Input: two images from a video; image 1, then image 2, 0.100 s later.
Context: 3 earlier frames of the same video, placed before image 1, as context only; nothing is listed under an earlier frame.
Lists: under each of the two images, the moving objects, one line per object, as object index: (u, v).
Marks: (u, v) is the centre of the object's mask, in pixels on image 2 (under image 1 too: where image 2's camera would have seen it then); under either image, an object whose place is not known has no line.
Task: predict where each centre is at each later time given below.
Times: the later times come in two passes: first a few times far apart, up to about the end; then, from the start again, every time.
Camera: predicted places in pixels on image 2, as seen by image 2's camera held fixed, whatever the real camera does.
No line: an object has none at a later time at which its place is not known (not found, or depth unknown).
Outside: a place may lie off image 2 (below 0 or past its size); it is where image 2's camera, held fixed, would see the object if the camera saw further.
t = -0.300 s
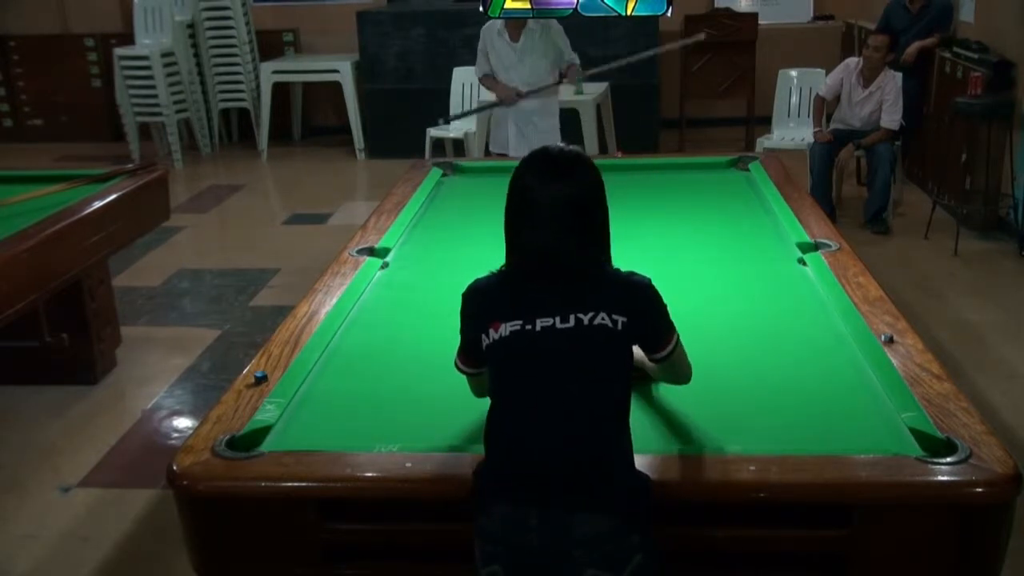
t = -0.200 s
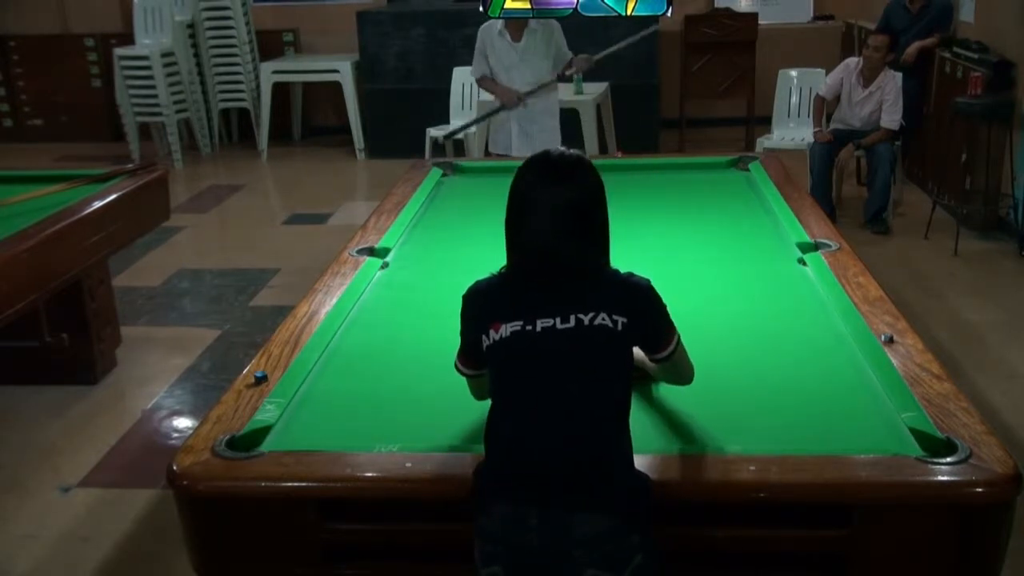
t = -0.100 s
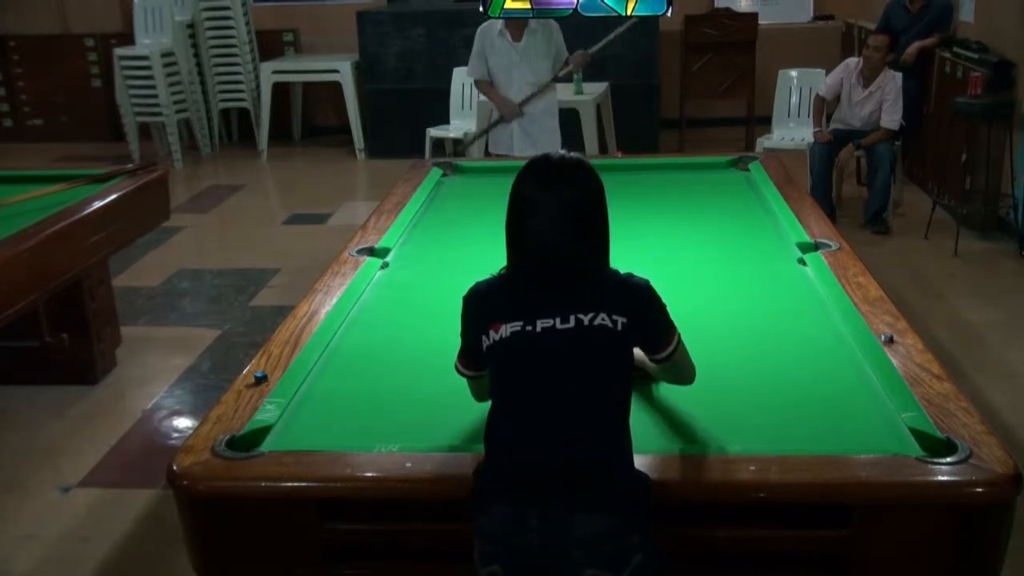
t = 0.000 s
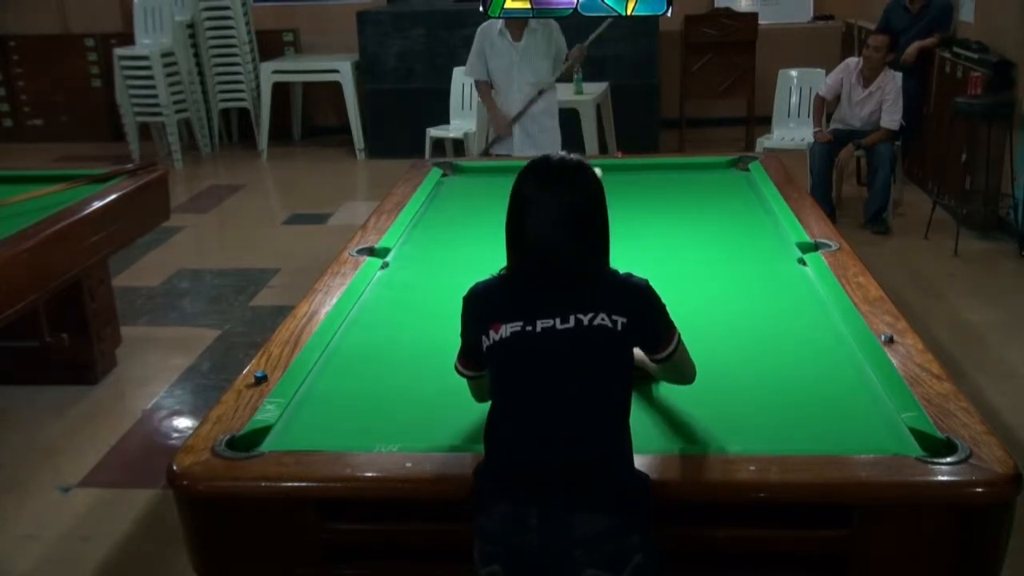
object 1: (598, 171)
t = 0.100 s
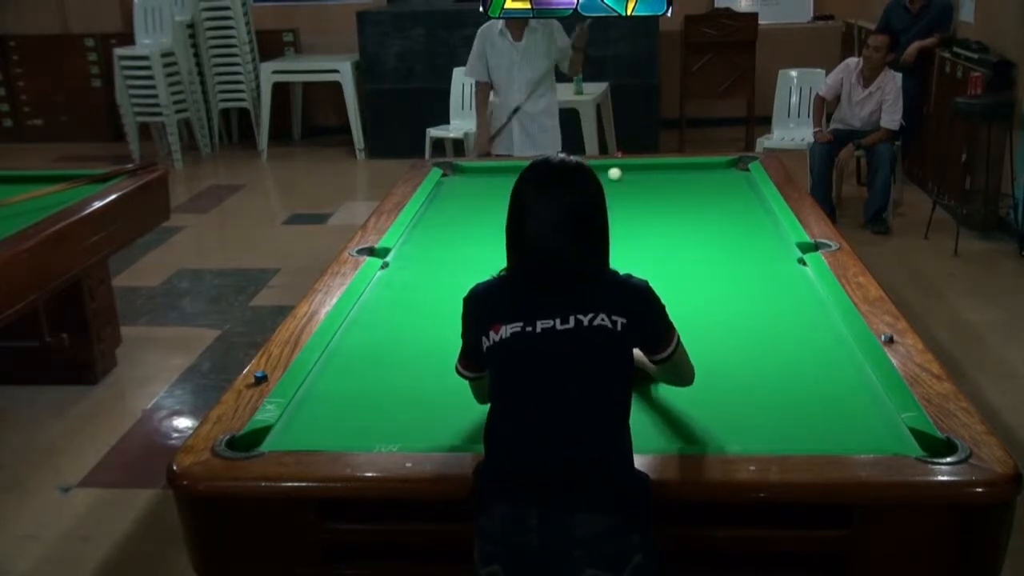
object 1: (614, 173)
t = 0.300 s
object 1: (652, 174)
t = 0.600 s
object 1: (709, 174)
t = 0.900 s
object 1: (735, 174)
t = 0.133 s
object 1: (621, 173)
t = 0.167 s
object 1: (627, 174)
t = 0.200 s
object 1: (634, 174)
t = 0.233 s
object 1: (640, 174)
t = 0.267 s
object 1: (646, 174)
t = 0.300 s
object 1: (652, 174)
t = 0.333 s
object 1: (658, 174)
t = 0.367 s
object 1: (665, 174)
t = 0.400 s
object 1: (672, 174)
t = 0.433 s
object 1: (677, 174)
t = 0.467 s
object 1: (684, 174)
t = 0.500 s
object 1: (690, 174)
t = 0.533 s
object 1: (696, 174)
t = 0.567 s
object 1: (703, 174)
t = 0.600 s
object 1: (709, 174)
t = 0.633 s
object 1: (715, 174)
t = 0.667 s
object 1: (722, 174)
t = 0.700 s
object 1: (728, 174)
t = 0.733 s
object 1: (734, 174)
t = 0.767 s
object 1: (740, 174)
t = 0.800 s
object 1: (744, 174)
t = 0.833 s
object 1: (740, 174)
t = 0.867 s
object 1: (738, 174)
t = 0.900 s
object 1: (735, 174)
